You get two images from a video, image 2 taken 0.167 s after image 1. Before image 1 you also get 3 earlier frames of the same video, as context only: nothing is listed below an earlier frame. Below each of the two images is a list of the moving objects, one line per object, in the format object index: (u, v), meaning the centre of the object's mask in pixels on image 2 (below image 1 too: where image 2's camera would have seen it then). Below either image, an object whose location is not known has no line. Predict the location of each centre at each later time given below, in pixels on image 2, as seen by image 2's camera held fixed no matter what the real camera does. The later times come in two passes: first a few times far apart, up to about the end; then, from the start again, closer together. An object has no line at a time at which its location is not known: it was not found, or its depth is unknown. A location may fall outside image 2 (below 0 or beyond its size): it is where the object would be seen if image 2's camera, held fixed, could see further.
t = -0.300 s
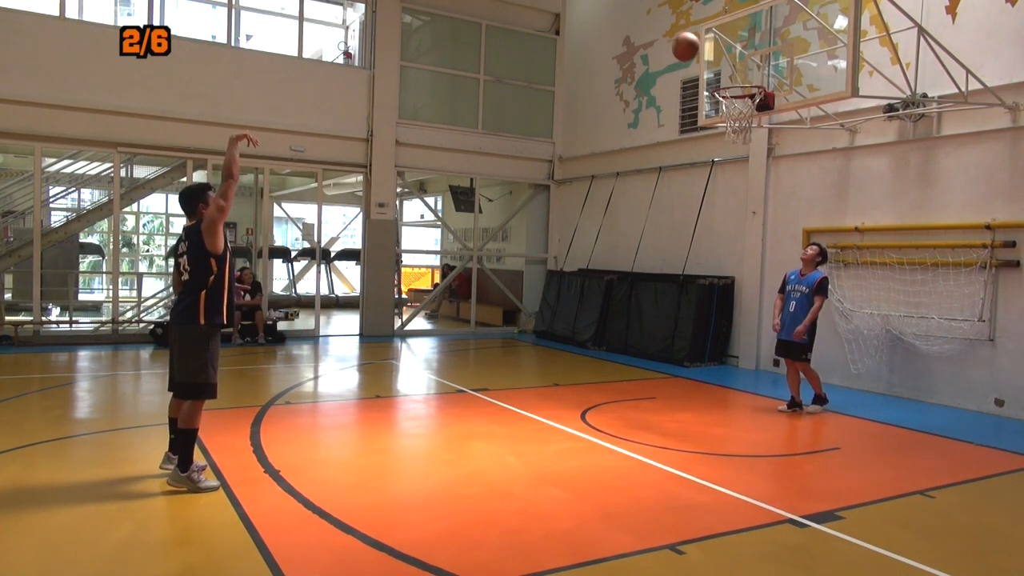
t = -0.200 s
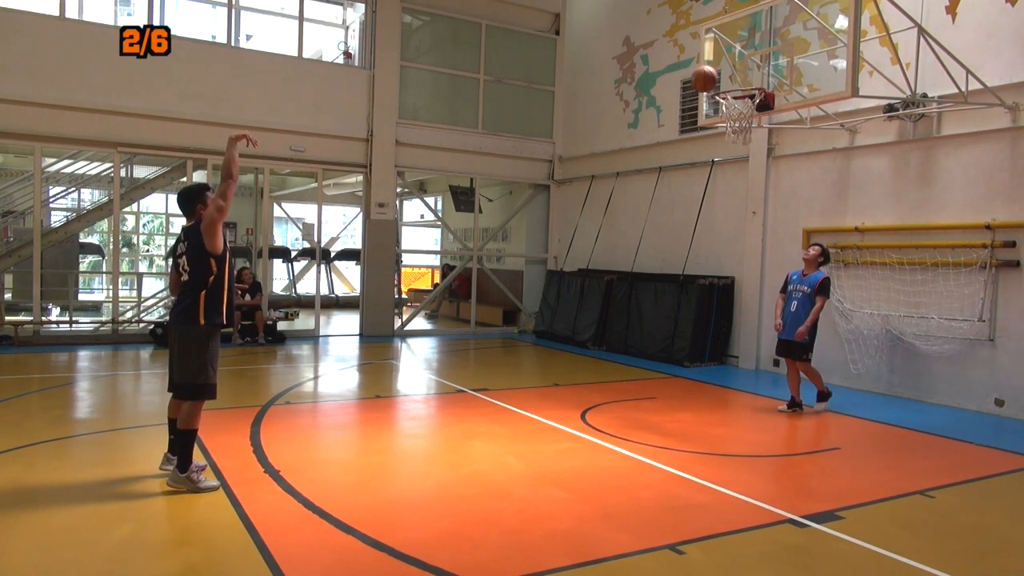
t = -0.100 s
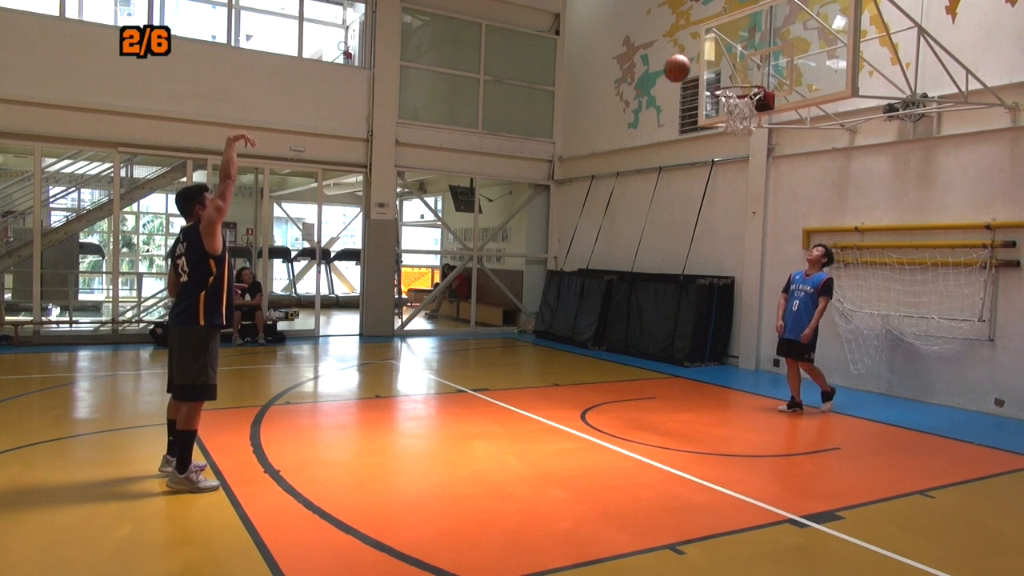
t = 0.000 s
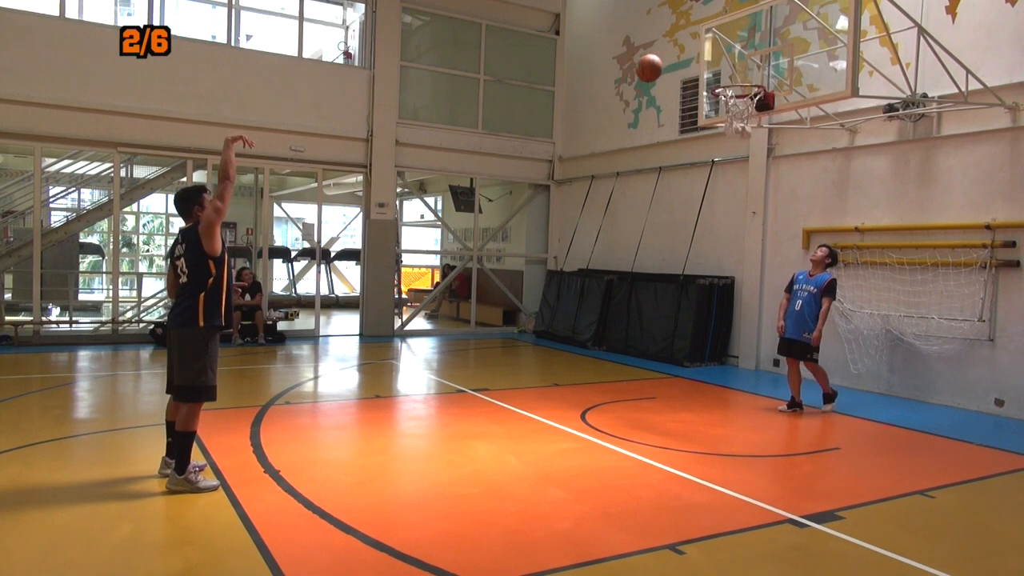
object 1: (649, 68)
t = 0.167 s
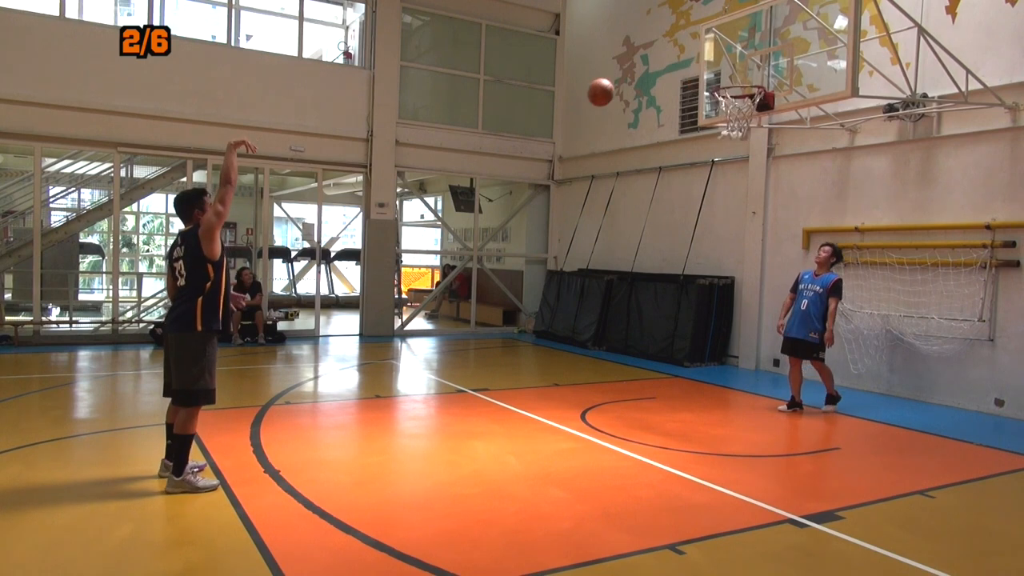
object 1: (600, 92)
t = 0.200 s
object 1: (590, 100)
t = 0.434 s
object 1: (521, 196)
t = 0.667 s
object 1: (448, 352)
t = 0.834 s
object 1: (412, 354)
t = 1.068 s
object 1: (378, 254)
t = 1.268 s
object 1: (348, 216)
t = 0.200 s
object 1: (590, 100)
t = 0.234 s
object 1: (581, 111)
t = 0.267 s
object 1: (571, 122)
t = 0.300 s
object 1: (561, 134)
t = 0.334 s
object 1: (551, 148)
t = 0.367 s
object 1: (541, 162)
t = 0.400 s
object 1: (531, 178)
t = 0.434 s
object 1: (521, 196)
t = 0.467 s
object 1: (510, 215)
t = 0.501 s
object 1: (500, 234)
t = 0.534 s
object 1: (490, 255)
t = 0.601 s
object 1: (469, 301)
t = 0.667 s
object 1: (448, 352)
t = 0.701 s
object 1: (437, 379)
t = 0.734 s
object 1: (426, 407)
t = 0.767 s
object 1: (422, 393)
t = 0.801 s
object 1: (417, 373)
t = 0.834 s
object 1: (412, 354)
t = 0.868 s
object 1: (407, 336)
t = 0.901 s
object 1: (403, 319)
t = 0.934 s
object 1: (397, 304)
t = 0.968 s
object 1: (393, 289)
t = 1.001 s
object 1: (388, 276)
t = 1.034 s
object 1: (383, 264)
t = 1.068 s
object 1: (378, 254)
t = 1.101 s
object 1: (373, 244)
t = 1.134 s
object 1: (368, 236)
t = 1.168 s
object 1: (363, 230)
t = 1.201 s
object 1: (358, 224)
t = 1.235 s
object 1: (353, 219)
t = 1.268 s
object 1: (348, 216)
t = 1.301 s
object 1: (342, 213)
